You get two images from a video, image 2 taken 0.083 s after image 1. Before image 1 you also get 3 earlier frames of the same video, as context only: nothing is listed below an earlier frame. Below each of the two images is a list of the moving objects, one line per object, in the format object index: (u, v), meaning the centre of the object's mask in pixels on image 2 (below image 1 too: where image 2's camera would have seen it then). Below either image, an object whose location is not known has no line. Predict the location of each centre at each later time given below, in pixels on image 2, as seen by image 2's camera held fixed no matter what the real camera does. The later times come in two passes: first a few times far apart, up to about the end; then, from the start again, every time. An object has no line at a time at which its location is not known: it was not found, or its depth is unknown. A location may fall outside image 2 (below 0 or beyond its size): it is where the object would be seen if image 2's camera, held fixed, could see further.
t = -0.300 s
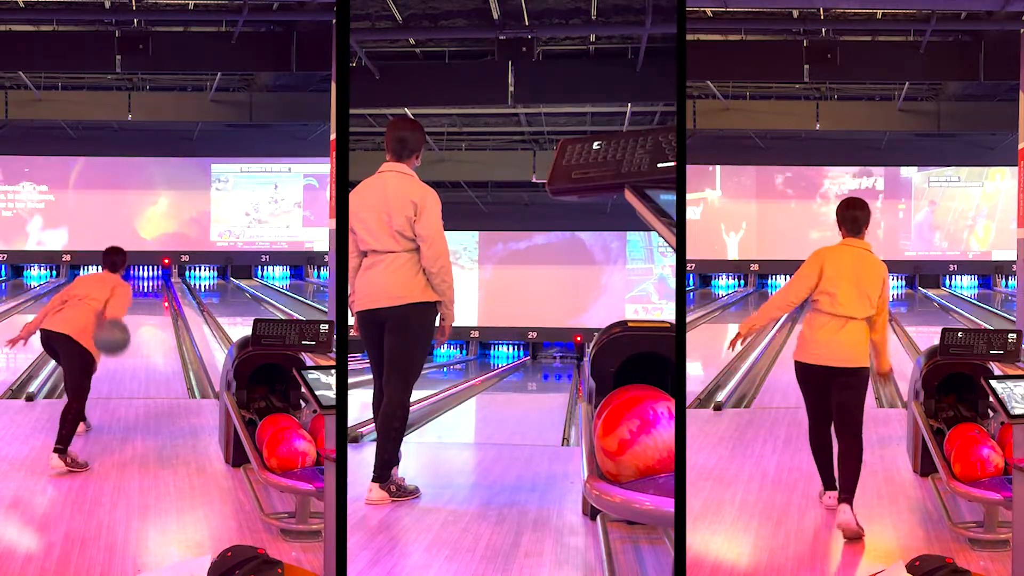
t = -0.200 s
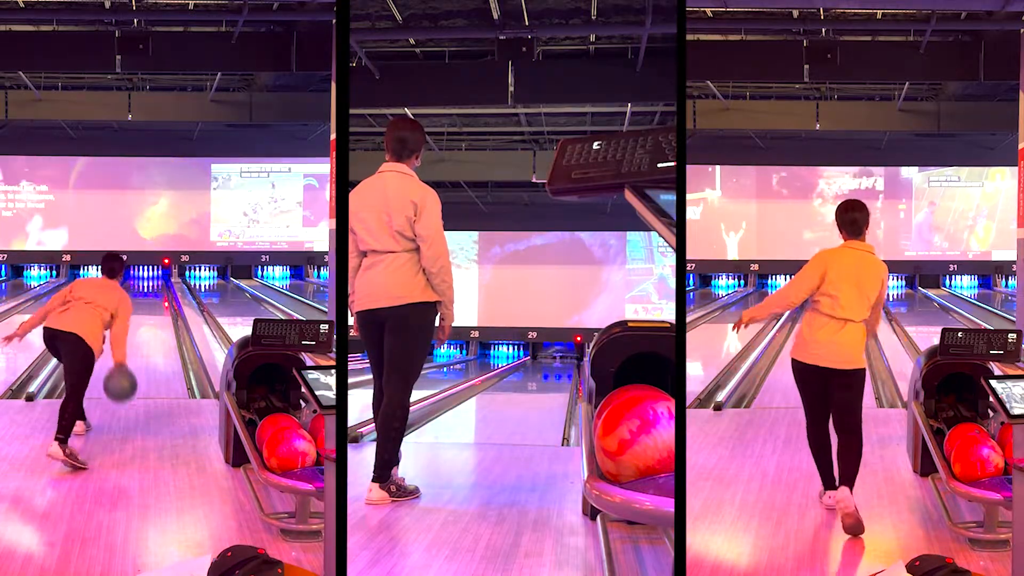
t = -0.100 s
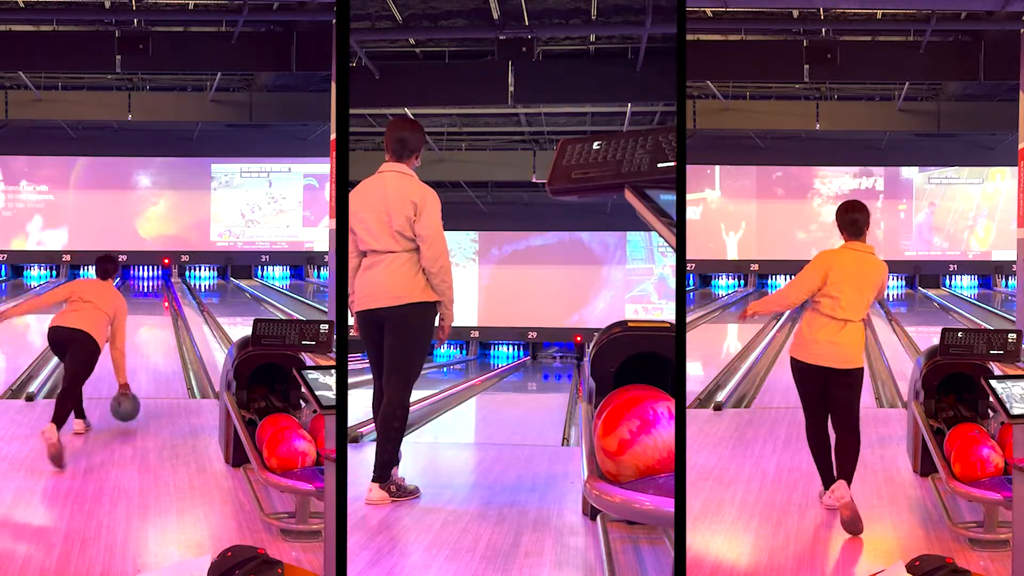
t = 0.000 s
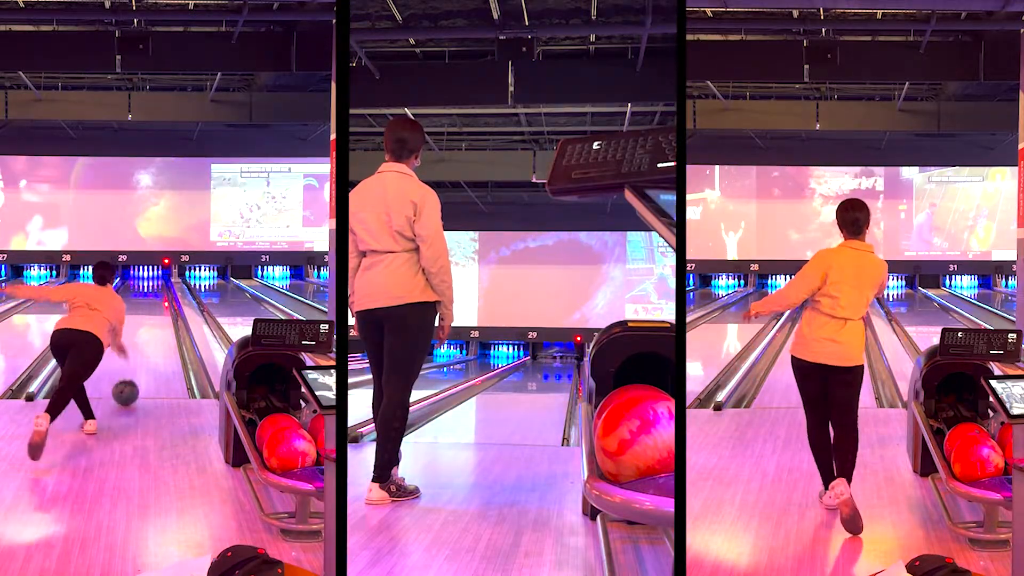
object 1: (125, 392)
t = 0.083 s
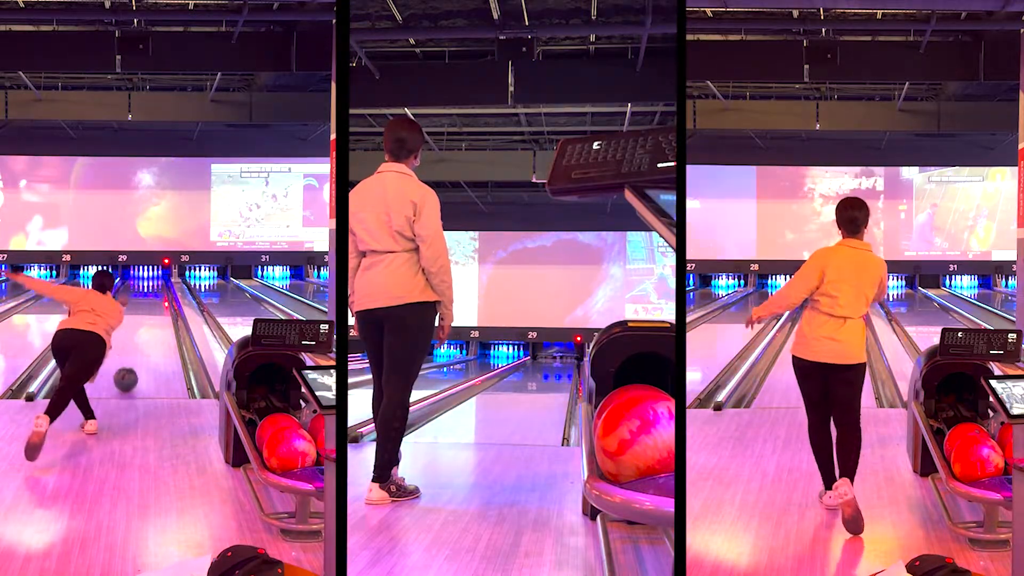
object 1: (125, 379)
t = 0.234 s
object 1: (126, 359)
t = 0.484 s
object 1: (126, 338)
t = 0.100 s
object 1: (126, 377)
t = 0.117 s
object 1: (126, 374)
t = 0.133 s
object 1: (126, 372)
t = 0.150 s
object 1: (126, 370)
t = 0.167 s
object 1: (126, 367)
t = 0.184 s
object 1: (126, 365)
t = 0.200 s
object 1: (126, 363)
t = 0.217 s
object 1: (126, 361)
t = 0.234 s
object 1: (126, 359)
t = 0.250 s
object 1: (126, 358)
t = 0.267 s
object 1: (126, 356)
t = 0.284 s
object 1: (126, 354)
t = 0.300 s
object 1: (126, 353)
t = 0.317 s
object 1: (126, 351)
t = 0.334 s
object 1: (126, 350)
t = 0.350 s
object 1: (126, 348)
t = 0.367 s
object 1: (126, 347)
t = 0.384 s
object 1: (126, 345)
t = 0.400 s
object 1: (126, 344)
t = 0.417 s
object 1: (126, 343)
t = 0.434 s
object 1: (126, 341)
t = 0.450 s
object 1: (126, 340)
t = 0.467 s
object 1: (126, 339)
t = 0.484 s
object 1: (126, 338)
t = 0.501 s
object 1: (126, 336)
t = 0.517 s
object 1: (126, 335)
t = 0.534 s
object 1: (126, 334)
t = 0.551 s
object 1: (126, 333)
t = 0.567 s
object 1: (126, 332)
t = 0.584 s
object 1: (126, 331)
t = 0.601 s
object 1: (126, 330)
